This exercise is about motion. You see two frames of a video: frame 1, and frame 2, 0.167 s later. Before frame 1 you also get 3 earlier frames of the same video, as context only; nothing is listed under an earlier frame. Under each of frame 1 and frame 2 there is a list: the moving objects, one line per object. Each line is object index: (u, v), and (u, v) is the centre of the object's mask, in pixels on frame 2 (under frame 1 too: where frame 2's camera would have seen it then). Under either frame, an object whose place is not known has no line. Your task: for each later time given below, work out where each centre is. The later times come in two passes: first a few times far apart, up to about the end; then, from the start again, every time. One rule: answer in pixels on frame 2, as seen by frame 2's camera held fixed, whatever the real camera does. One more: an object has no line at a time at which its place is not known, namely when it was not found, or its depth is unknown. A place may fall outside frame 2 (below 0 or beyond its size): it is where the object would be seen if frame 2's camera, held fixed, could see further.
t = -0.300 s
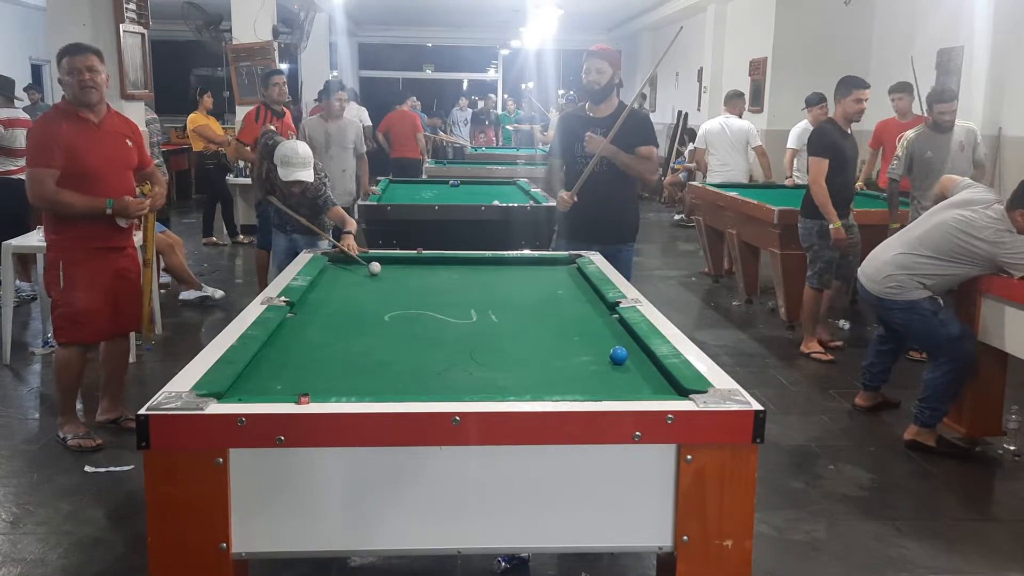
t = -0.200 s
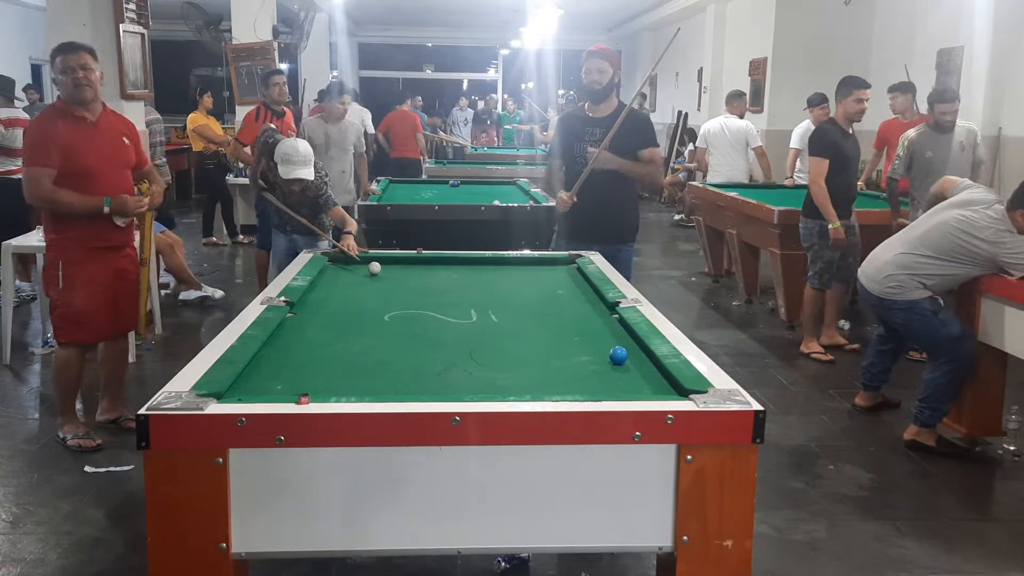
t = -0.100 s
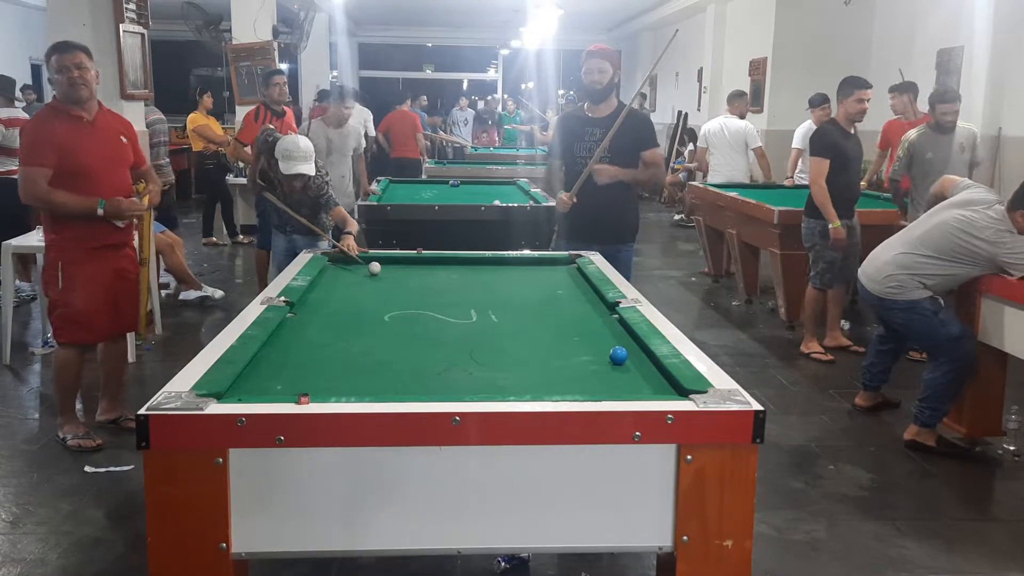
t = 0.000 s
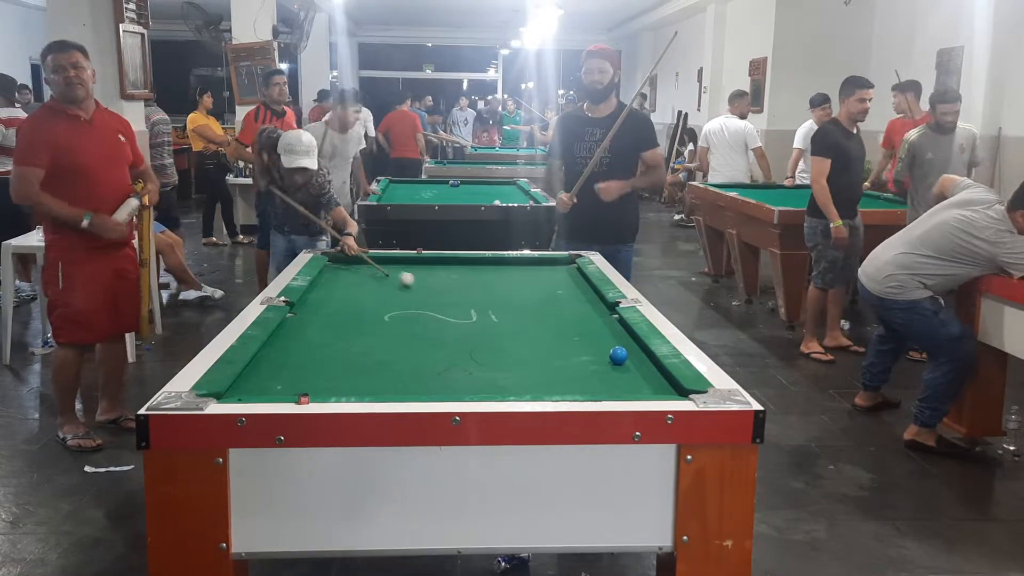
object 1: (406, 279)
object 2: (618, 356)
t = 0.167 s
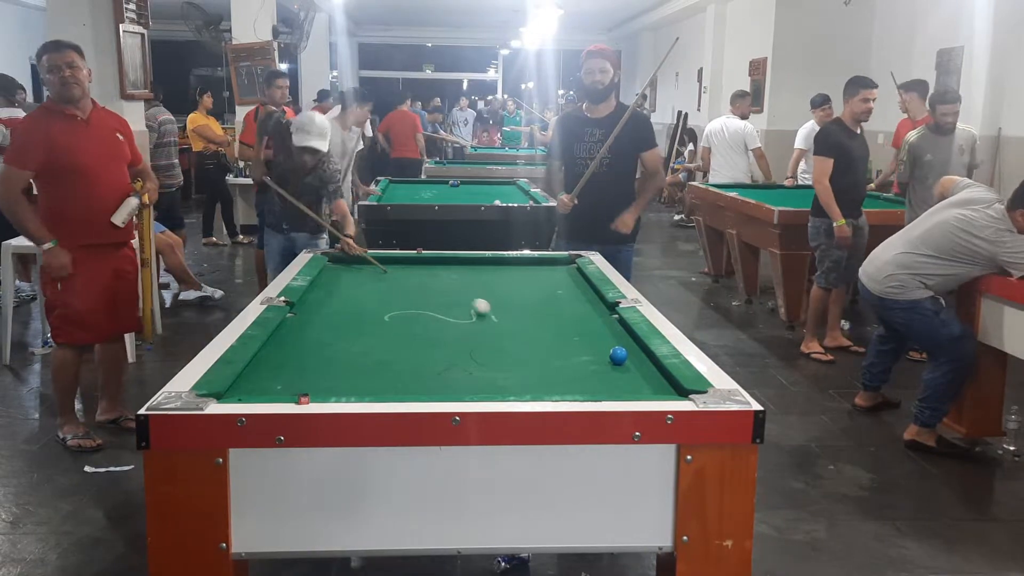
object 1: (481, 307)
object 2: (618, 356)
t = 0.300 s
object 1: (547, 331)
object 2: (618, 356)
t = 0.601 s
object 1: (599, 361)
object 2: (594, 377)
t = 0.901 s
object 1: (593, 382)
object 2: (471, 388)
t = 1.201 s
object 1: (584, 387)
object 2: (353, 373)
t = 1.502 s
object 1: (567, 377)
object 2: (272, 355)
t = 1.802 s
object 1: (553, 366)
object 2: (359, 339)
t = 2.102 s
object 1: (541, 356)
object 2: (432, 326)
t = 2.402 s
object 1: (532, 348)
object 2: (493, 315)
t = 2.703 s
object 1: (524, 341)
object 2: (544, 306)
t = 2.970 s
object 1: (519, 337)
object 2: (585, 298)
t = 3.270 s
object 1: (513, 332)
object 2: (570, 293)
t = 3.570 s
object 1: (509, 329)
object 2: (537, 290)
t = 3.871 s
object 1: (507, 327)
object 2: (509, 287)
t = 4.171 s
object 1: (504, 325)
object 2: (485, 284)
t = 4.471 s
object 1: (503, 324)
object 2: (463, 282)
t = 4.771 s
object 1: (503, 324)
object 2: (445, 279)
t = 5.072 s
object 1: (504, 324)
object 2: (431, 278)
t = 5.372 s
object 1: (504, 324)
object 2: (418, 276)
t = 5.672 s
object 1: (503, 324)
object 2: (409, 276)
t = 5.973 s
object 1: (503, 324)
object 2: (402, 275)
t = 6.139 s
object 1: (503, 324)
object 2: (400, 275)
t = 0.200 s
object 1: (497, 313)
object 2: (618, 355)
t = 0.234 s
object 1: (514, 319)
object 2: (618, 356)
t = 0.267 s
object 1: (530, 325)
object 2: (618, 355)
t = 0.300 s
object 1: (547, 331)
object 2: (618, 356)
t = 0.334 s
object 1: (565, 337)
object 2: (619, 355)
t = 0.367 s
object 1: (582, 343)
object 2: (618, 356)
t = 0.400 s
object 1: (600, 350)
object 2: (619, 356)
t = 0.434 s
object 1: (601, 353)
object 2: (640, 361)
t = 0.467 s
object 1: (600, 356)
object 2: (645, 365)
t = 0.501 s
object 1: (599, 358)
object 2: (631, 368)
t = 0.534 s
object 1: (599, 359)
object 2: (618, 371)
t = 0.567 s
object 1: (598, 359)
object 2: (606, 374)
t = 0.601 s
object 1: (599, 361)
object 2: (594, 377)
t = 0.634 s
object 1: (598, 365)
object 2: (582, 380)
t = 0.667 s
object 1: (597, 367)
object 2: (569, 383)
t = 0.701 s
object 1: (597, 370)
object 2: (556, 385)
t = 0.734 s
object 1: (596, 372)
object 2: (543, 387)
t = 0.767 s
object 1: (595, 374)
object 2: (529, 388)
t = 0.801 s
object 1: (595, 376)
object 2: (516, 390)
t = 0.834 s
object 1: (594, 378)
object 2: (503, 390)
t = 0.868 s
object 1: (594, 380)
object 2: (487, 389)
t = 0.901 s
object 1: (593, 382)
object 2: (471, 388)
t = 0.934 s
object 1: (593, 384)
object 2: (458, 387)
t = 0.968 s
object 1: (592, 385)
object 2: (444, 386)
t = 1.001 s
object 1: (592, 387)
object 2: (430, 385)
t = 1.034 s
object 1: (591, 388)
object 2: (416, 383)
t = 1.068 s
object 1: (591, 389)
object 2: (404, 381)
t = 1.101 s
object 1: (590, 390)
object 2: (391, 379)
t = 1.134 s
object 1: (588, 389)
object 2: (378, 377)
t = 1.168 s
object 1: (586, 388)
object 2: (365, 375)
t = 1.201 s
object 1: (584, 387)
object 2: (353, 373)
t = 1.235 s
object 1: (581, 386)
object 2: (341, 371)
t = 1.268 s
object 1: (579, 385)
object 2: (328, 369)
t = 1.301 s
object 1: (577, 384)
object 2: (317, 367)
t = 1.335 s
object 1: (576, 383)
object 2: (307, 365)
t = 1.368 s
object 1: (574, 382)
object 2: (294, 364)
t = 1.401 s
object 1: (572, 381)
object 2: (284, 361)
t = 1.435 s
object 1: (570, 380)
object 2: (273, 359)
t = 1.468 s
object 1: (568, 378)
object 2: (262, 358)
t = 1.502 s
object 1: (567, 377)
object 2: (272, 355)
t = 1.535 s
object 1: (565, 376)
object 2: (283, 353)
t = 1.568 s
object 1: (563, 374)
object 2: (293, 352)
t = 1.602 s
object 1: (562, 373)
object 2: (304, 350)
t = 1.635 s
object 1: (560, 372)
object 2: (314, 348)
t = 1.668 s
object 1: (559, 370)
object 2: (323, 346)
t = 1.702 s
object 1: (557, 369)
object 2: (332, 344)
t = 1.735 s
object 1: (556, 368)
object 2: (342, 343)
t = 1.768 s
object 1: (554, 367)
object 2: (351, 341)
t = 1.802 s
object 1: (553, 366)
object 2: (359, 339)
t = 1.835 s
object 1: (551, 364)
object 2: (368, 338)
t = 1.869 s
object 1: (550, 363)
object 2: (377, 336)
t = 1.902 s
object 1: (549, 362)
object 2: (385, 335)
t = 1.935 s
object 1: (548, 361)
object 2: (393, 333)
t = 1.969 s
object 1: (546, 360)
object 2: (401, 332)
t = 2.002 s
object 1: (545, 359)
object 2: (409, 330)
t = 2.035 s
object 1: (544, 358)
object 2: (417, 329)
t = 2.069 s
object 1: (542, 357)
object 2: (424, 327)
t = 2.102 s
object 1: (541, 356)
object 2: (432, 326)
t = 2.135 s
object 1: (540, 355)
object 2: (439, 325)
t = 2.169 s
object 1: (539, 354)
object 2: (446, 323)
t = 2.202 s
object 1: (538, 353)
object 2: (453, 322)
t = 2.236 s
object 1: (537, 352)
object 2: (460, 321)
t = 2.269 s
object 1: (536, 352)
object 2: (466, 320)
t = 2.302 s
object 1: (535, 351)
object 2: (473, 319)
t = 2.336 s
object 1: (534, 350)
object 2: (480, 317)
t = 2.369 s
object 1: (533, 349)
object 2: (486, 316)
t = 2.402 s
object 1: (532, 348)
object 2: (493, 315)
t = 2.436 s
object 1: (531, 347)
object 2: (499, 314)
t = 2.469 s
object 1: (530, 347)
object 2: (504, 313)
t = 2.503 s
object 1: (529, 346)
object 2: (511, 312)
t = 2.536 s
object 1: (528, 345)
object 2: (517, 311)
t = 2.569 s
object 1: (527, 344)
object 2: (522, 310)
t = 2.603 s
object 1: (526, 344)
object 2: (528, 309)
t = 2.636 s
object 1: (525, 343)
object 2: (534, 308)
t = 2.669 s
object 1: (524, 342)
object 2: (539, 307)
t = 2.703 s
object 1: (524, 341)
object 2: (544, 306)
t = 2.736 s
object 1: (523, 341)
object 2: (550, 305)
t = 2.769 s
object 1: (522, 340)
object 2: (555, 304)
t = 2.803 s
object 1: (522, 340)
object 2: (560, 303)
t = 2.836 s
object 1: (521, 339)
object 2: (566, 302)
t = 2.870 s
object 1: (521, 338)
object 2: (571, 301)
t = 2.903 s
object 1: (520, 338)
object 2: (575, 300)
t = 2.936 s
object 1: (519, 338)
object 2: (581, 300)
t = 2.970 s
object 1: (519, 337)
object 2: (585, 298)
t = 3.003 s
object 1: (518, 336)
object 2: (591, 297)
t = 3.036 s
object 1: (517, 336)
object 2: (595, 296)
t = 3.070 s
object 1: (516, 335)
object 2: (593, 296)
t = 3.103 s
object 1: (516, 335)
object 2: (589, 295)
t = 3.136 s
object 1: (515, 334)
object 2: (585, 295)
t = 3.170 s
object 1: (515, 334)
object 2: (581, 295)
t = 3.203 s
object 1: (514, 333)
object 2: (577, 294)
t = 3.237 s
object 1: (514, 333)
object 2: (573, 294)
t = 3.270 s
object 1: (513, 332)
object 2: (570, 293)
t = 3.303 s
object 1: (513, 332)
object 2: (565, 293)
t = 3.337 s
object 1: (512, 332)
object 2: (562, 293)
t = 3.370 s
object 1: (512, 331)
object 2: (558, 292)
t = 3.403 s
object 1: (511, 331)
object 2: (554, 292)
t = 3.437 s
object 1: (511, 330)
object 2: (551, 292)
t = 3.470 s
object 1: (511, 330)
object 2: (547, 291)
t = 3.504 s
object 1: (510, 330)
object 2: (544, 291)
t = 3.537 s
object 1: (510, 329)
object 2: (540, 290)
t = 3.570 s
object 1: (509, 329)
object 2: (537, 290)
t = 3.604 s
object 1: (509, 329)
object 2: (534, 289)
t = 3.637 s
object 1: (509, 329)
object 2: (531, 289)
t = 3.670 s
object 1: (508, 328)
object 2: (528, 289)
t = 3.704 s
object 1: (508, 328)
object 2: (524, 288)
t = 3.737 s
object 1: (508, 328)
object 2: (521, 288)
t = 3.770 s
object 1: (507, 327)
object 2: (518, 288)
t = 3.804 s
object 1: (507, 327)
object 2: (515, 287)
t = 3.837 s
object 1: (507, 327)
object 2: (512, 287)
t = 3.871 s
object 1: (507, 327)
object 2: (509, 287)
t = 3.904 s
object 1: (506, 326)
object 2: (506, 286)
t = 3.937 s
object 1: (506, 326)
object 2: (503, 286)
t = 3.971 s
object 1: (506, 326)
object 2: (501, 286)
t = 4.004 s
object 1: (506, 326)
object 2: (498, 285)
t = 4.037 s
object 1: (505, 325)
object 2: (495, 285)
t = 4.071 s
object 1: (505, 325)
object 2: (492, 285)
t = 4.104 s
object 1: (505, 325)
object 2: (490, 285)
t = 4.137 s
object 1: (505, 325)
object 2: (487, 284)
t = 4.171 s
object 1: (504, 325)
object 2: (485, 284)
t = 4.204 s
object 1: (504, 325)
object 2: (482, 284)
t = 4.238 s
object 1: (504, 325)
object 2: (479, 283)
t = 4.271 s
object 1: (504, 325)
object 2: (477, 283)
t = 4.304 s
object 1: (504, 324)
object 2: (475, 283)
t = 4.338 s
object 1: (504, 324)
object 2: (472, 283)
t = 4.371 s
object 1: (503, 324)
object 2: (470, 282)
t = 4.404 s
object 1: (503, 324)
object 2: (468, 282)
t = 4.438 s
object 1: (503, 324)
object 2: (466, 282)
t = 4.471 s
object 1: (503, 324)
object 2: (463, 282)
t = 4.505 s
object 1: (503, 324)
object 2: (461, 281)
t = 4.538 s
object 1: (503, 324)
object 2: (459, 281)
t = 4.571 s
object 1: (503, 324)
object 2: (457, 281)
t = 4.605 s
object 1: (503, 324)
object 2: (455, 280)
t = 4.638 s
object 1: (503, 324)
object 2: (453, 280)
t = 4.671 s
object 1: (503, 324)
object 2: (451, 280)
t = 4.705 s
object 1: (503, 324)
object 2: (449, 280)
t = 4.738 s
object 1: (503, 324)
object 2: (447, 279)
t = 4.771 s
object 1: (503, 324)
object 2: (445, 279)
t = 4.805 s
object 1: (503, 324)
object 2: (444, 279)
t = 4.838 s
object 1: (503, 324)
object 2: (442, 279)
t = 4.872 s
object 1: (503, 324)
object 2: (440, 279)
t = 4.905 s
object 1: (503, 324)
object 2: (438, 278)
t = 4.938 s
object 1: (503, 324)
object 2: (437, 278)
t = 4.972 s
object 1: (503, 324)
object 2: (435, 278)
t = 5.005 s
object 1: (503, 324)
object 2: (434, 278)
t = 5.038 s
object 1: (504, 324)
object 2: (432, 278)
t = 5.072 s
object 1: (504, 324)
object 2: (431, 278)
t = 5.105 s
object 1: (503, 324)
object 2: (429, 278)
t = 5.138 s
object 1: (503, 324)
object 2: (428, 278)
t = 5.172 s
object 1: (504, 324)
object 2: (427, 277)
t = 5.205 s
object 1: (503, 324)
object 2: (425, 277)
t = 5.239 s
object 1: (504, 324)
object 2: (424, 277)
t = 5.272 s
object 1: (504, 324)
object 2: (423, 277)
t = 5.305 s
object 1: (504, 324)
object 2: (421, 277)
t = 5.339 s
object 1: (504, 324)
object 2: (420, 277)
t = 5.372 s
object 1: (504, 324)
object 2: (418, 276)
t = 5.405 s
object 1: (504, 324)
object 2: (417, 276)
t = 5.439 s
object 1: (503, 324)
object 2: (417, 276)
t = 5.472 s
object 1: (503, 324)
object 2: (416, 276)
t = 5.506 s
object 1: (503, 323)
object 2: (414, 276)
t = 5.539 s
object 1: (503, 323)
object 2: (413, 276)
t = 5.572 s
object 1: (503, 323)
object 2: (412, 276)
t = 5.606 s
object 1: (503, 323)
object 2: (411, 276)
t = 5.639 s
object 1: (503, 324)
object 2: (410, 276)
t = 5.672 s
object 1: (503, 324)
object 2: (409, 276)
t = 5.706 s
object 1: (503, 324)
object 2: (409, 276)
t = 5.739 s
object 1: (503, 324)
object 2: (408, 276)
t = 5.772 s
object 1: (503, 324)
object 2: (407, 276)
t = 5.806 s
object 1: (503, 324)
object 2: (406, 275)
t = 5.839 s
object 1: (503, 324)
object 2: (405, 275)
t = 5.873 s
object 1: (503, 324)
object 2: (404, 275)
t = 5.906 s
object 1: (503, 324)
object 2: (404, 275)
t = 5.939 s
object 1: (503, 324)
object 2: (403, 275)
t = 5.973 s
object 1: (503, 324)
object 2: (402, 275)
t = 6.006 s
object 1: (503, 324)
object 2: (402, 275)
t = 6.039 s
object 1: (503, 324)
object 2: (401, 275)
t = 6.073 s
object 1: (503, 324)
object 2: (400, 275)
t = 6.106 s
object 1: (503, 324)
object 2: (400, 275)
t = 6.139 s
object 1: (503, 324)
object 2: (400, 275)
